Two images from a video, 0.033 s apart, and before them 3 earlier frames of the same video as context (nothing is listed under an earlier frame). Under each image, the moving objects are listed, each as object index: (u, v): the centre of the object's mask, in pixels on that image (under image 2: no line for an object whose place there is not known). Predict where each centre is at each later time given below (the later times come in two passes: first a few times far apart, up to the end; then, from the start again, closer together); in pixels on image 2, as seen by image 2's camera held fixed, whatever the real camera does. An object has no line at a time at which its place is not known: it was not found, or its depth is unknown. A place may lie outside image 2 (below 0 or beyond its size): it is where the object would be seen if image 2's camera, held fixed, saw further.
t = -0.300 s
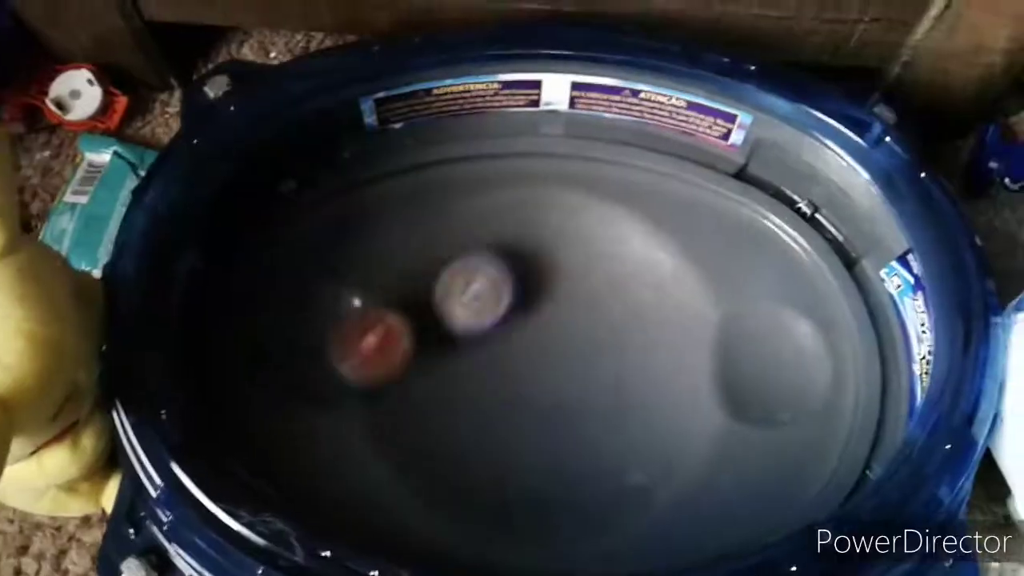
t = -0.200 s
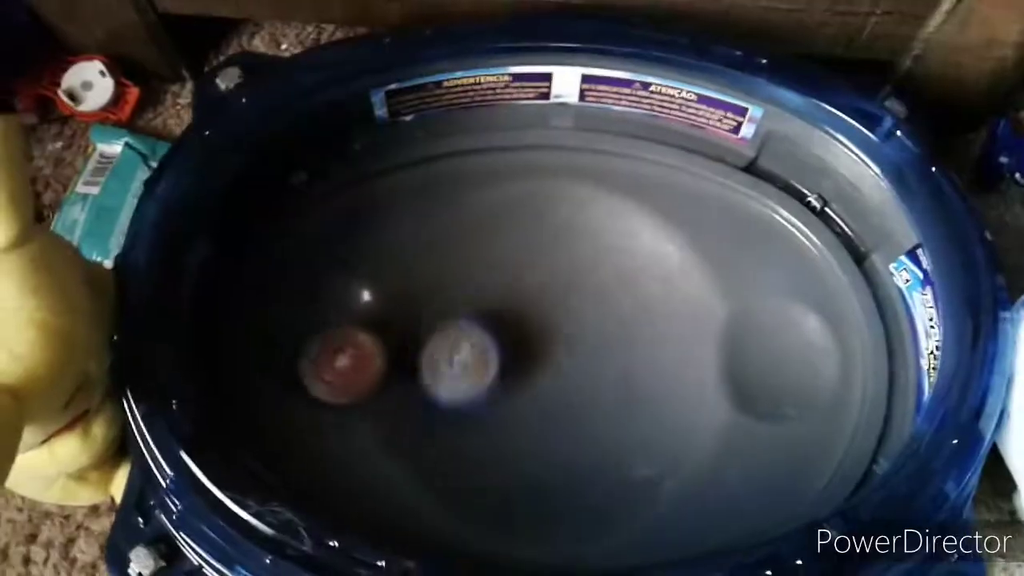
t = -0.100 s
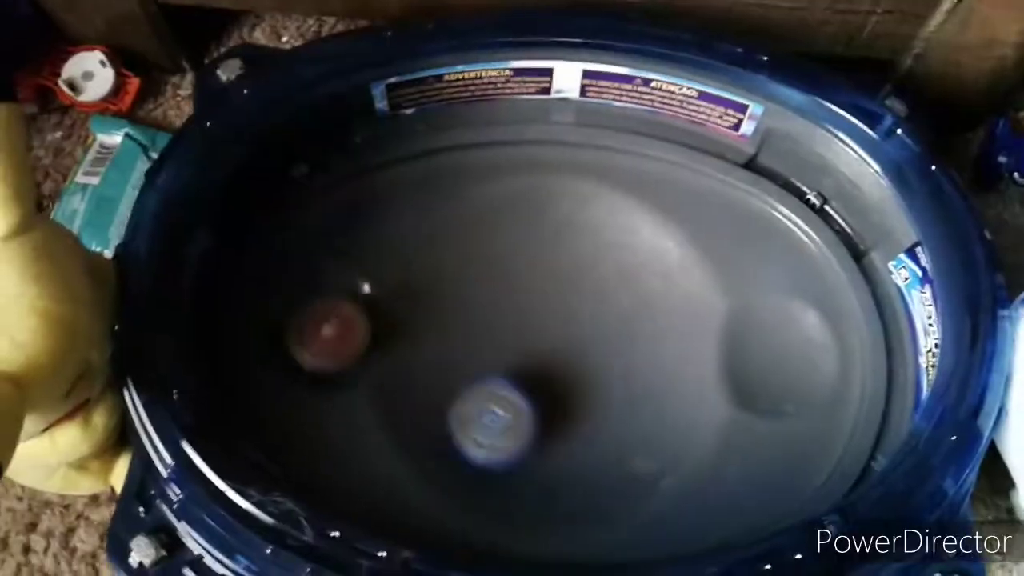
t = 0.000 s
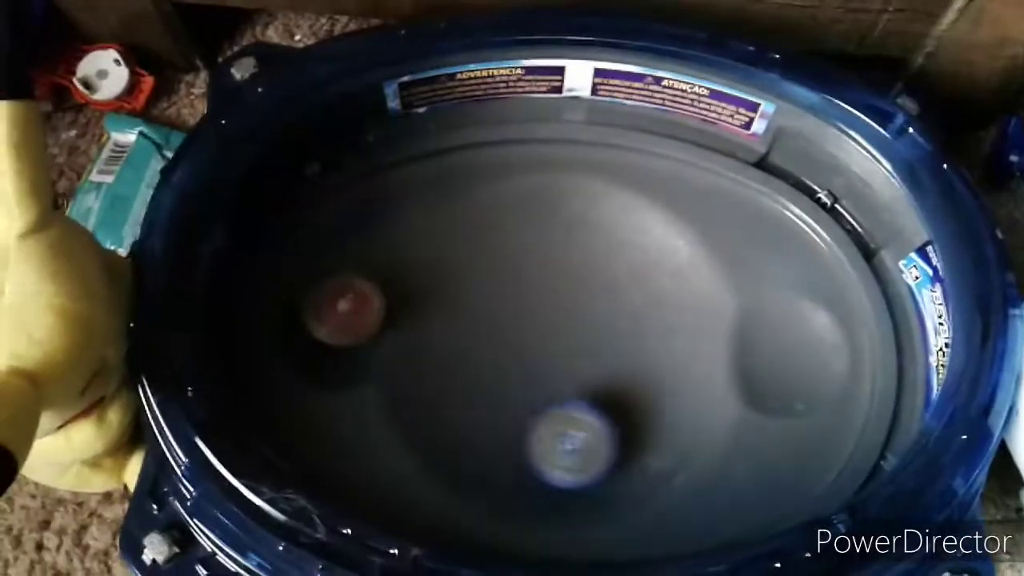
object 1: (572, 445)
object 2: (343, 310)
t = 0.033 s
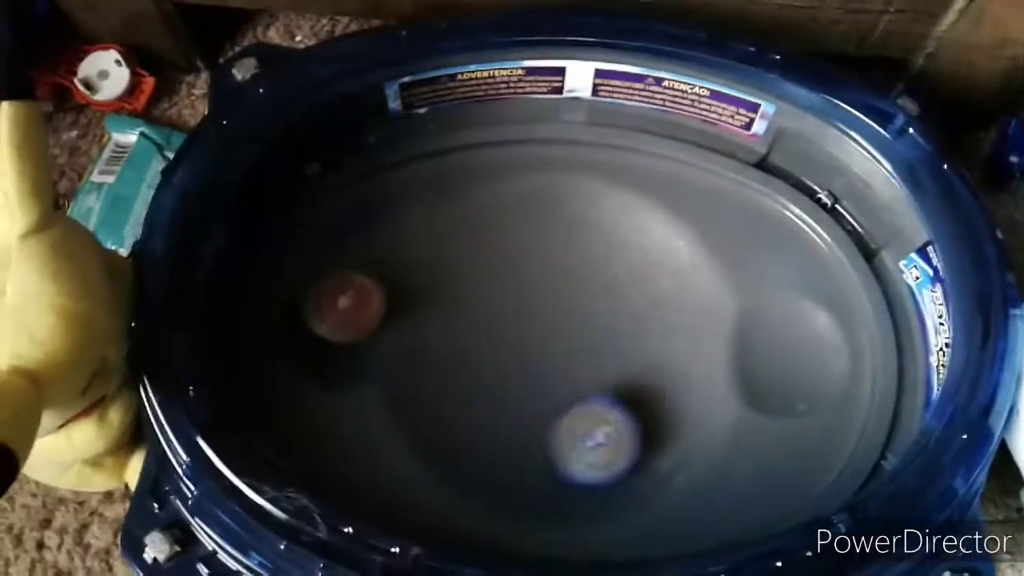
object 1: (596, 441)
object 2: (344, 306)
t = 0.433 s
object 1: (572, 280)
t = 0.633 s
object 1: (497, 338)
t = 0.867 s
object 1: (541, 399)
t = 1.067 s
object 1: (595, 369)
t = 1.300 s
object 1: (568, 310)
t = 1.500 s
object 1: (532, 316)
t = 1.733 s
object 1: (536, 352)
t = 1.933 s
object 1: (572, 357)
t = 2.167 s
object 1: (590, 326)
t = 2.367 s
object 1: (571, 311)
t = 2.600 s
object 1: (552, 333)
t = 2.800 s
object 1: (567, 359)
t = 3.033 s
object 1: (591, 355)
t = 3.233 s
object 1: (589, 341)
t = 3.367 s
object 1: (577, 334)
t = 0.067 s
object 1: (616, 432)
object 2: (344, 303)
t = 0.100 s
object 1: (633, 420)
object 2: (342, 303)
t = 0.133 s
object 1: (647, 404)
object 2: (340, 305)
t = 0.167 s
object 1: (654, 386)
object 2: (338, 308)
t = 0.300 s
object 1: (637, 311)
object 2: (341, 318)
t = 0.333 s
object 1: (623, 298)
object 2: (344, 319)
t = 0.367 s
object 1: (607, 289)
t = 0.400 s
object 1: (590, 282)
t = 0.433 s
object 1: (572, 280)
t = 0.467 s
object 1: (555, 282)
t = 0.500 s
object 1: (540, 289)
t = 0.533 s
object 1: (524, 299)
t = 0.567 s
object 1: (512, 311)
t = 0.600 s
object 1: (503, 325)
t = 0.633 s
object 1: (497, 338)
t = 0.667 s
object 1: (496, 350)
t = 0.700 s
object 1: (498, 362)
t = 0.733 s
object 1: (503, 374)
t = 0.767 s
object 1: (510, 384)
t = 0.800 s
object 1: (519, 392)
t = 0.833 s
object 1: (530, 396)
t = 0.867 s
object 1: (541, 399)
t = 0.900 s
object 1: (554, 400)
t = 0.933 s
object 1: (564, 397)
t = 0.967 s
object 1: (575, 392)
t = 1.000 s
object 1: (583, 386)
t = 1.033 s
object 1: (590, 378)
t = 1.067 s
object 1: (595, 369)
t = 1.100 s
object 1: (597, 359)
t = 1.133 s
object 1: (595, 341)
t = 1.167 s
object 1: (592, 332)
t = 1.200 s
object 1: (587, 325)
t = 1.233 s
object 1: (582, 319)
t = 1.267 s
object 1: (575, 314)
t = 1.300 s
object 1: (568, 310)
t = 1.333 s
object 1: (562, 308)
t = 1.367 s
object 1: (555, 307)
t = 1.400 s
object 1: (548, 308)
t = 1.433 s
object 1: (542, 309)
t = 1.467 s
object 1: (537, 312)
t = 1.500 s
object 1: (532, 316)
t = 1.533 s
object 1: (529, 322)
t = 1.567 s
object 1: (526, 327)
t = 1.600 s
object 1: (525, 332)
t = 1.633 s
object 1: (526, 338)
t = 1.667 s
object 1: (528, 343)
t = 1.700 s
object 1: (531, 348)
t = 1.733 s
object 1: (536, 352)
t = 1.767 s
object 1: (542, 355)
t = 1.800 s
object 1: (547, 359)
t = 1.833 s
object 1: (554, 359)
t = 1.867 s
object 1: (560, 359)
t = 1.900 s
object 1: (567, 358)
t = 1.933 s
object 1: (572, 357)
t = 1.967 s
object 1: (578, 354)
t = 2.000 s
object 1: (582, 350)
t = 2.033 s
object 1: (586, 346)
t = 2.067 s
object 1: (588, 341)
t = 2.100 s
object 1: (590, 336)
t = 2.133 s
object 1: (590, 332)
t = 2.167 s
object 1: (590, 326)
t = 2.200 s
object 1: (589, 322)
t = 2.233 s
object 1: (586, 318)
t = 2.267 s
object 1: (583, 315)
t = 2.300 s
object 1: (579, 313)
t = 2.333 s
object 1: (575, 312)
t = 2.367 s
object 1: (571, 311)
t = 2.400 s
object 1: (567, 312)
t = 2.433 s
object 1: (562, 314)
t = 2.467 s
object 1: (558, 317)
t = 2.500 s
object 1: (556, 321)
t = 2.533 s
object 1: (553, 325)
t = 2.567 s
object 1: (552, 329)
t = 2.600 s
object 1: (552, 333)
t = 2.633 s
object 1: (552, 339)
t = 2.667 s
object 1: (553, 343)
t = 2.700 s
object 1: (556, 348)
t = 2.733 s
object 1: (559, 353)
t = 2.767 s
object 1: (563, 356)
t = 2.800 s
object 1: (567, 359)
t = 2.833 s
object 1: (573, 360)
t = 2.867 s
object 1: (576, 361)
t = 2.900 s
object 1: (580, 361)
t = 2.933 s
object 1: (583, 360)
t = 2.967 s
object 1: (587, 359)
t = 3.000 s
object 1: (589, 357)
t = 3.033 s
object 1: (591, 355)
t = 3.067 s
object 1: (592, 352)
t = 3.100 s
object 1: (593, 350)
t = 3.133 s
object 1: (593, 348)
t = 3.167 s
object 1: (592, 345)
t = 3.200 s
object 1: (590, 343)
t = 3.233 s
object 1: (589, 341)
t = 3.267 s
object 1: (587, 339)
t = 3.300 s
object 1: (584, 337)
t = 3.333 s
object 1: (581, 335)
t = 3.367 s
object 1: (577, 334)
